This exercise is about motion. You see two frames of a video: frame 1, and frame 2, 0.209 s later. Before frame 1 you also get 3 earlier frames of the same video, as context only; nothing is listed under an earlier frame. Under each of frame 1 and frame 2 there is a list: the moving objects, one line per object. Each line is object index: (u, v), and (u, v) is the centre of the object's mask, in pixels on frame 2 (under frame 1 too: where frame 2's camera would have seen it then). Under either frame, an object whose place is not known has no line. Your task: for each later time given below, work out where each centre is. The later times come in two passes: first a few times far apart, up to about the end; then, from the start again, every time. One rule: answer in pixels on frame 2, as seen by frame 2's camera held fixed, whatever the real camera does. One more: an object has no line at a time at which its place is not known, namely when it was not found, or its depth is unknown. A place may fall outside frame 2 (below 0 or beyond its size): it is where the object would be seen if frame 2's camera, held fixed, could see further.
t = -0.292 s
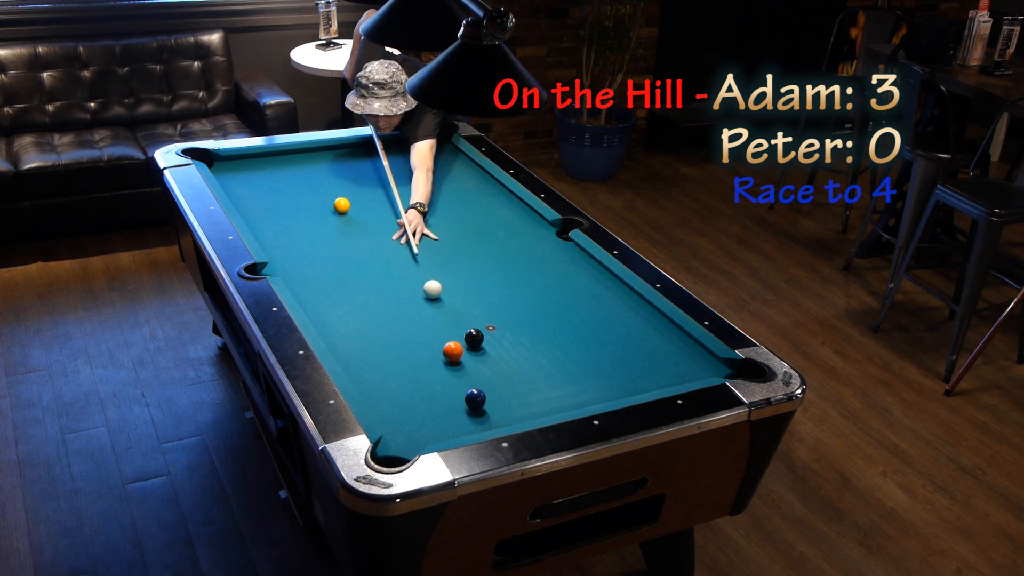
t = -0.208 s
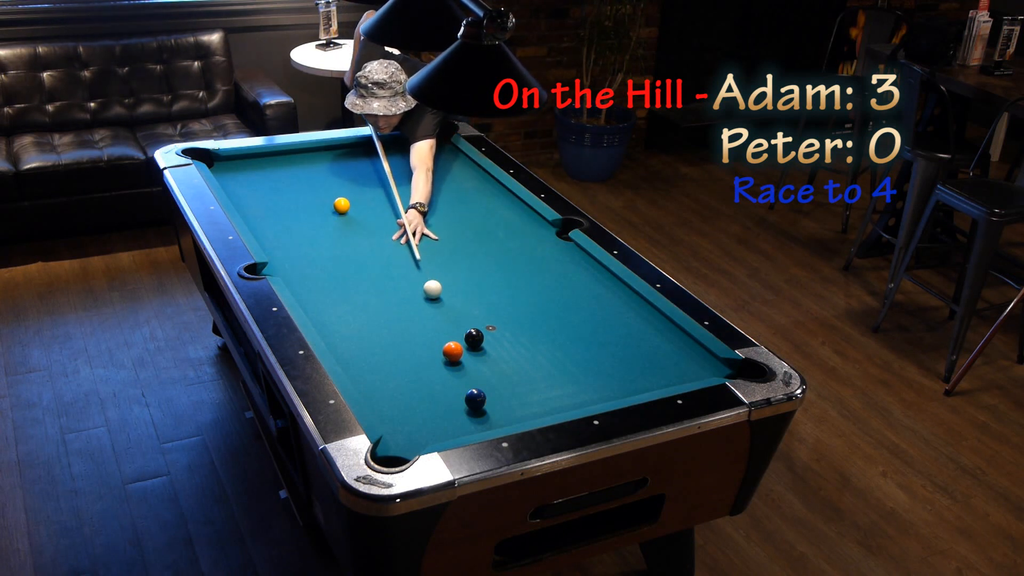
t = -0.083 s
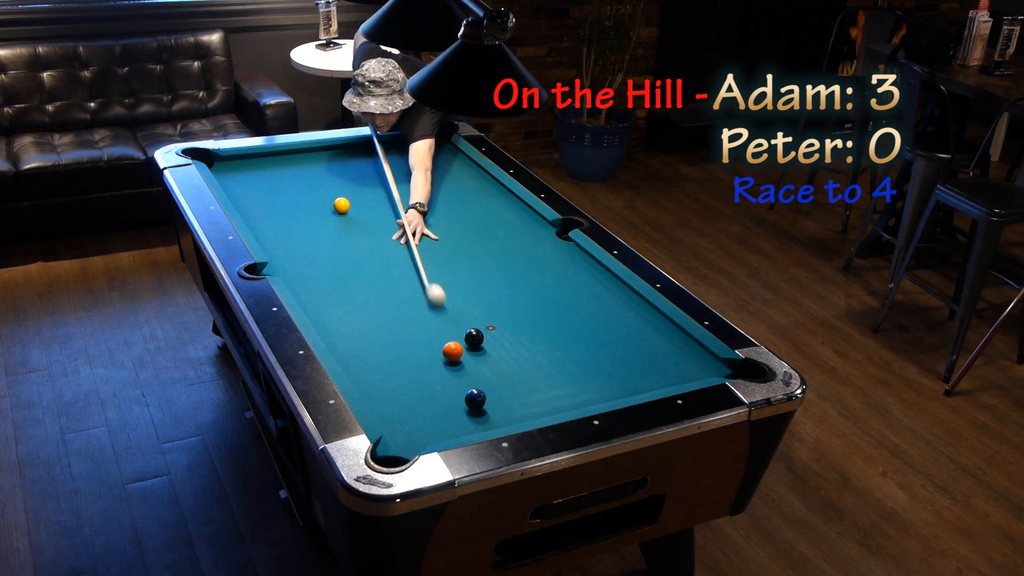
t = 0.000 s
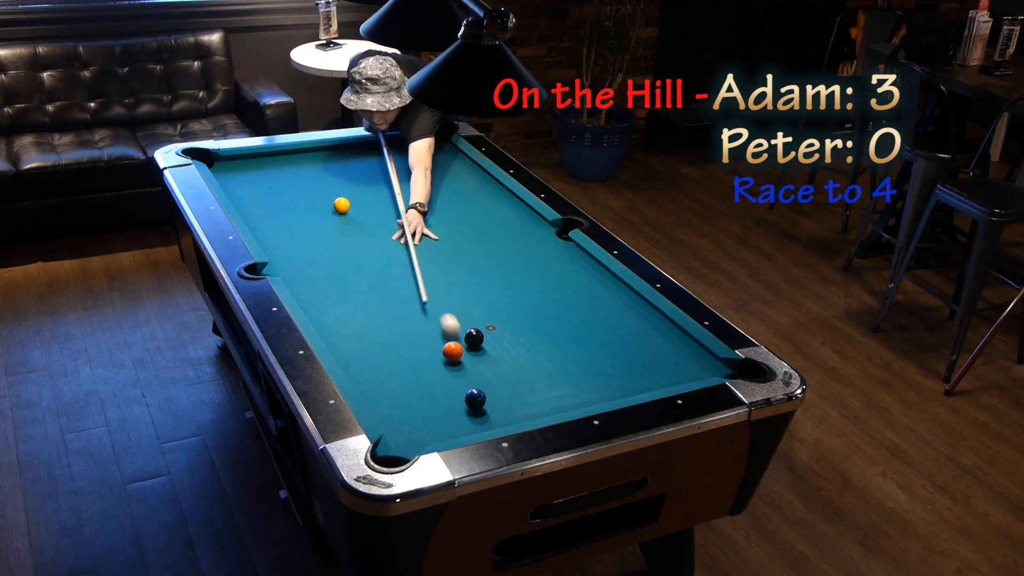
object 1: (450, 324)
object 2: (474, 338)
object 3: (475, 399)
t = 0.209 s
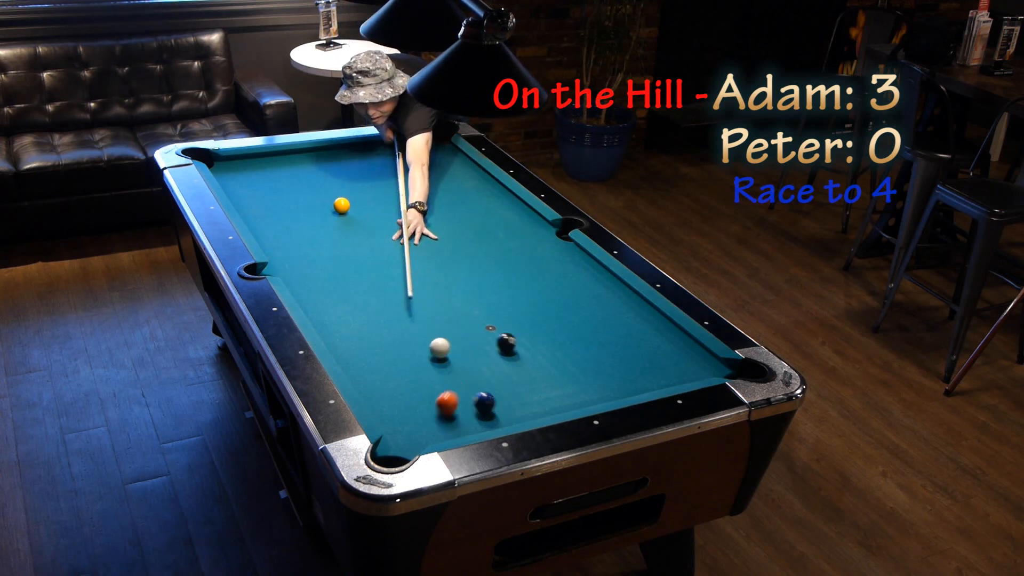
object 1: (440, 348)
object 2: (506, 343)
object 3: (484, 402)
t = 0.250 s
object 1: (437, 351)
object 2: (513, 344)
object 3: (491, 405)
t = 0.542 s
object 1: (419, 372)
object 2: (557, 350)
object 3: (531, 413)
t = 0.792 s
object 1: (403, 389)
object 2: (594, 355)
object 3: (537, 405)
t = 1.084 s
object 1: (385, 410)
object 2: (634, 361)
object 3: (542, 394)
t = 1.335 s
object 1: (391, 418)
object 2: (666, 365)
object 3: (547, 386)
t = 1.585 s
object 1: (404, 420)
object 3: (550, 380)
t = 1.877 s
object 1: (416, 422)
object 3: (554, 373)
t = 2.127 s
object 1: (425, 423)
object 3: (557, 369)
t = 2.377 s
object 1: (431, 424)
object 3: (558, 365)
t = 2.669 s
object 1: (436, 425)
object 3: (560, 362)
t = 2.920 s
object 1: (437, 425)
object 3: (560, 360)
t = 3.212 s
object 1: (437, 425)
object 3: (560, 360)
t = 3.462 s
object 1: (437, 425)
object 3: (560, 360)
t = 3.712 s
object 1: (437, 425)
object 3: (560, 360)
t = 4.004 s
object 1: (437, 425)
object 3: (560, 360)
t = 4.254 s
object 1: (437, 425)
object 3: (560, 360)
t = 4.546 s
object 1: (437, 425)
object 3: (560, 360)
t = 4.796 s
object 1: (437, 425)
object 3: (560, 360)
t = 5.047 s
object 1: (436, 425)
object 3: (560, 360)
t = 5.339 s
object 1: (437, 425)
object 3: (560, 360)
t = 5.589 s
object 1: (437, 425)
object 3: (560, 360)
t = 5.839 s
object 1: (437, 425)
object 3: (560, 361)
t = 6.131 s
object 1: (437, 425)
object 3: (560, 360)
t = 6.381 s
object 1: (437, 425)
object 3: (560, 360)
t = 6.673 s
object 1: (437, 425)
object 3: (560, 361)
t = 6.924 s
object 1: (437, 425)
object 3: (560, 360)
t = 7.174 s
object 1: (437, 425)
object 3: (560, 360)
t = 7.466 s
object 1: (437, 425)
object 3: (560, 360)
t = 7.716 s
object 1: (437, 425)
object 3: (560, 360)
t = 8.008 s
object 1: (437, 425)
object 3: (560, 360)
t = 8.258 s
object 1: (437, 424)
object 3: (560, 360)
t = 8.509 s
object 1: (437, 425)
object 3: (560, 360)
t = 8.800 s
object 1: (437, 425)
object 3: (560, 360)
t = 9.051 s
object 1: (436, 425)
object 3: (560, 361)
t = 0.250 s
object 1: (437, 351)
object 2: (513, 344)
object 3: (491, 405)
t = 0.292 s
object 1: (434, 354)
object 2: (519, 344)
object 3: (498, 407)
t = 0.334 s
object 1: (432, 357)
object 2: (526, 345)
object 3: (504, 410)
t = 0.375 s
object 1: (429, 360)
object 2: (532, 346)
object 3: (511, 411)
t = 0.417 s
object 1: (427, 363)
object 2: (538, 347)
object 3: (517, 413)
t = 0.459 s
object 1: (424, 366)
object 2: (545, 348)
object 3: (524, 414)
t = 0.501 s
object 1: (422, 369)
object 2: (551, 349)
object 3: (530, 414)
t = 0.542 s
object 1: (419, 372)
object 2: (557, 350)
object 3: (531, 413)
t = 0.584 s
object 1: (416, 375)
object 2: (563, 351)
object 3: (532, 412)
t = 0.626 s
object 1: (414, 378)
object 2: (570, 352)
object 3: (533, 411)
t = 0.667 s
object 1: (411, 381)
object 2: (576, 353)
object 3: (534, 410)
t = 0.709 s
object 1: (409, 384)
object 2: (582, 354)
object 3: (535, 409)
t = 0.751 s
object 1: (406, 386)
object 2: (588, 354)
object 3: (536, 407)
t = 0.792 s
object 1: (403, 389)
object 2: (594, 355)
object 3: (537, 405)
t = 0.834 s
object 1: (401, 392)
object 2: (600, 356)
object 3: (537, 403)
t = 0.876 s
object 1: (398, 395)
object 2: (606, 357)
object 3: (538, 402)
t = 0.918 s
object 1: (396, 398)
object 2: (611, 358)
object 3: (539, 400)
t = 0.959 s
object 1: (393, 401)
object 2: (617, 358)
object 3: (540, 398)
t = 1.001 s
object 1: (390, 404)
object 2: (623, 359)
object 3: (541, 397)
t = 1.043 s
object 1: (388, 407)
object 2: (628, 360)
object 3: (541, 396)
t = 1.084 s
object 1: (385, 410)
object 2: (634, 361)
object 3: (542, 394)
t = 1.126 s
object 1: (383, 413)
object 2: (640, 362)
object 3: (543, 393)
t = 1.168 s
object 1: (382, 415)
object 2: (645, 362)
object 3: (544, 392)
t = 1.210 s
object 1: (384, 416)
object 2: (650, 362)
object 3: (544, 390)
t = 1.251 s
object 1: (386, 417)
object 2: (656, 363)
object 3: (545, 389)
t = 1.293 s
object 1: (388, 417)
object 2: (661, 364)
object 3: (546, 388)
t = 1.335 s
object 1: (391, 418)
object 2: (666, 365)
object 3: (547, 386)
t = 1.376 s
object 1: (393, 418)
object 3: (547, 385)
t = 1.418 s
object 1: (395, 418)
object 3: (548, 384)
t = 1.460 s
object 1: (398, 419)
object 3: (548, 383)
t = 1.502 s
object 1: (400, 419)
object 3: (549, 382)
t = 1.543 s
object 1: (402, 420)
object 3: (550, 381)
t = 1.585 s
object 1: (404, 420)
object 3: (550, 380)
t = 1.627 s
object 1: (406, 420)
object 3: (551, 379)
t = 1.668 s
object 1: (407, 421)
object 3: (551, 378)
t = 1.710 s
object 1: (409, 421)
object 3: (552, 377)
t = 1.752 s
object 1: (411, 421)
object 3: (552, 376)
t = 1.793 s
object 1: (413, 422)
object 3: (553, 375)
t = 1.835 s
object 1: (414, 422)
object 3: (553, 374)
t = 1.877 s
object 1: (416, 422)
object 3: (554, 373)
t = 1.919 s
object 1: (418, 422)
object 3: (554, 372)
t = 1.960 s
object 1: (419, 422)
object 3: (555, 371)
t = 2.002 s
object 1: (421, 423)
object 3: (555, 370)
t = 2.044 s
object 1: (422, 423)
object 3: (556, 369)
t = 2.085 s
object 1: (424, 423)
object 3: (556, 369)
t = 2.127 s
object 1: (425, 423)
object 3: (557, 369)
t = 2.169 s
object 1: (426, 423)
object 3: (557, 368)
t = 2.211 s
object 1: (427, 424)
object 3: (557, 367)
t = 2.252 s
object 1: (428, 424)
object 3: (558, 367)
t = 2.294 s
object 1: (429, 424)
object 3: (558, 366)
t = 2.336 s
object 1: (430, 424)
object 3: (558, 366)
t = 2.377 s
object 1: (431, 424)
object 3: (558, 365)
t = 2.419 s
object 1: (432, 424)
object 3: (559, 364)
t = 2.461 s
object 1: (433, 424)
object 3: (559, 364)
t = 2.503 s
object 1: (433, 425)
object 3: (559, 363)
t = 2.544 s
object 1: (434, 425)
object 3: (559, 363)
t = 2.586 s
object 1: (435, 425)
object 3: (560, 363)
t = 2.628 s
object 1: (435, 425)
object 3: (560, 362)
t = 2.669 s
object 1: (436, 425)
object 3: (560, 362)
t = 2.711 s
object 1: (436, 425)
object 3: (560, 361)
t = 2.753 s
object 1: (437, 425)
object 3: (560, 361)
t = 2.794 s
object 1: (437, 425)
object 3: (560, 361)
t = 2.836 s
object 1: (437, 425)
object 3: (560, 360)
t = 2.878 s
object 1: (437, 425)
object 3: (560, 360)
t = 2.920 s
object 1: (437, 425)
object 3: (560, 360)
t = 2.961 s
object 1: (437, 425)
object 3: (560, 360)
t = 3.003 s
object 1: (437, 425)
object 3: (560, 360)
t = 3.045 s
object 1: (437, 425)
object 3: (560, 360)
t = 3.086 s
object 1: (437, 425)
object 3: (560, 360)
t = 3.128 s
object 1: (437, 425)
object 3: (560, 360)
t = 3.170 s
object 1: (437, 425)
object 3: (560, 360)
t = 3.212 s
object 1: (437, 425)
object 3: (560, 360)
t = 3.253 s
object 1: (437, 425)
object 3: (560, 360)
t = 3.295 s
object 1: (437, 425)
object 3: (560, 360)
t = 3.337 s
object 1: (437, 425)
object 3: (560, 360)
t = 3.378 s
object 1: (437, 425)
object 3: (560, 360)
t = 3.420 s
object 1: (437, 425)
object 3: (560, 360)
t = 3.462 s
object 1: (437, 425)
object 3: (560, 360)
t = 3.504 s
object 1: (437, 425)
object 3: (560, 360)
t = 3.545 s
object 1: (437, 425)
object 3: (560, 360)
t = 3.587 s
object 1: (437, 425)
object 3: (560, 360)
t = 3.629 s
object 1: (437, 425)
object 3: (560, 360)
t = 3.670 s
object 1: (437, 425)
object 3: (560, 360)
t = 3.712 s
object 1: (437, 425)
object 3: (560, 360)
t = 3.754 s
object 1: (437, 425)
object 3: (560, 360)
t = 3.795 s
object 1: (437, 425)
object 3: (560, 360)
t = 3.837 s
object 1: (437, 425)
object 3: (560, 360)
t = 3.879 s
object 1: (437, 425)
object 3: (560, 360)
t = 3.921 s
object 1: (437, 425)
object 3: (560, 360)
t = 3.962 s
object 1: (437, 425)
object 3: (560, 360)
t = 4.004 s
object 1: (437, 425)
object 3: (560, 360)
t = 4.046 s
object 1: (437, 425)
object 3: (560, 360)
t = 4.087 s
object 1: (437, 425)
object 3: (560, 360)
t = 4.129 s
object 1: (437, 425)
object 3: (560, 360)
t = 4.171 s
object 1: (437, 425)
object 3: (560, 360)
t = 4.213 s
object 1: (437, 425)
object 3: (560, 360)
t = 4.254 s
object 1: (437, 425)
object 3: (560, 360)
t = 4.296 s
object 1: (437, 425)
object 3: (560, 360)
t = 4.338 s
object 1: (437, 425)
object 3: (560, 360)
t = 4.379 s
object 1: (437, 425)
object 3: (560, 360)
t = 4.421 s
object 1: (437, 425)
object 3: (560, 360)
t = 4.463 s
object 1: (437, 425)
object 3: (560, 360)
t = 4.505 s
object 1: (437, 425)
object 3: (560, 360)
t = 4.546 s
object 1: (437, 425)
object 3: (560, 360)
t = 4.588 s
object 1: (437, 425)
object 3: (560, 360)
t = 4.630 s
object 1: (437, 425)
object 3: (560, 360)
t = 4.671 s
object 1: (437, 425)
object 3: (560, 360)
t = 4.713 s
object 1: (437, 425)
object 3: (560, 360)
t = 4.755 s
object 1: (436, 425)
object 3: (560, 360)
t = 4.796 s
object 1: (437, 425)
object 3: (560, 360)
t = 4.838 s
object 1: (437, 425)
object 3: (560, 360)
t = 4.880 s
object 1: (437, 425)
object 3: (560, 360)
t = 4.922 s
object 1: (437, 425)
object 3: (560, 360)
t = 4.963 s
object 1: (437, 425)
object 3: (560, 360)
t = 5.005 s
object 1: (437, 425)
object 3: (560, 360)
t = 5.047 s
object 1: (436, 425)
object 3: (560, 360)
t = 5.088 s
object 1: (437, 425)
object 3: (560, 360)
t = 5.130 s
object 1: (437, 425)
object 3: (560, 360)
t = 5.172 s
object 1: (437, 425)
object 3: (560, 360)
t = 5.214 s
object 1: (437, 425)
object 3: (560, 360)
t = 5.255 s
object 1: (437, 425)
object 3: (560, 360)
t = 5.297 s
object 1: (437, 425)
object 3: (560, 360)
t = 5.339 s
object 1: (437, 425)
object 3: (560, 360)
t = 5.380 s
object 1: (437, 425)
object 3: (560, 360)
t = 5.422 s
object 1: (437, 425)
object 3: (560, 360)
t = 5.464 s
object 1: (437, 425)
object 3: (560, 360)
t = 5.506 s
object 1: (437, 425)
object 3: (560, 360)
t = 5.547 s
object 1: (437, 425)
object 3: (560, 360)
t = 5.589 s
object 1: (437, 425)
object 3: (560, 360)
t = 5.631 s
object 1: (437, 425)
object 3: (560, 360)
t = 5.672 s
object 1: (437, 425)
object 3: (560, 361)
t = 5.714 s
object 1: (437, 424)
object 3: (560, 361)
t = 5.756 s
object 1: (437, 425)
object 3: (560, 361)
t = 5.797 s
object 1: (437, 425)
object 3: (560, 361)
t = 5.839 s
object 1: (437, 425)
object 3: (560, 361)
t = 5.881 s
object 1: (437, 425)
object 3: (560, 361)
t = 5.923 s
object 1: (437, 425)
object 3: (560, 360)
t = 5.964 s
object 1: (437, 425)
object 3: (560, 360)
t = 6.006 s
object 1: (437, 425)
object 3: (560, 360)
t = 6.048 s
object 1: (437, 425)
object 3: (560, 360)
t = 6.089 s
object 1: (437, 425)
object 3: (560, 360)
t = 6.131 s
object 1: (437, 425)
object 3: (560, 360)
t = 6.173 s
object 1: (437, 425)
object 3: (560, 360)
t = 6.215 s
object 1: (437, 425)
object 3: (560, 360)
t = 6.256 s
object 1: (437, 424)
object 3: (560, 360)
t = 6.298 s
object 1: (437, 425)
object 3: (560, 361)
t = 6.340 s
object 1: (437, 425)
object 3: (560, 361)
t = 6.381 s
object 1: (437, 425)
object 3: (560, 360)
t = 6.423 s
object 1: (437, 425)
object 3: (560, 360)
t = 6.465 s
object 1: (437, 425)
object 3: (560, 360)
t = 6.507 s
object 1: (437, 425)
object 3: (560, 360)
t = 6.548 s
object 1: (437, 425)
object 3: (560, 360)
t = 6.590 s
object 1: (437, 425)
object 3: (560, 360)
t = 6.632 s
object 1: (437, 424)
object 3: (560, 361)
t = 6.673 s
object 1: (437, 425)
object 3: (560, 361)
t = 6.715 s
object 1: (437, 425)
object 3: (560, 360)
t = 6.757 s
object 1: (437, 425)
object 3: (560, 360)
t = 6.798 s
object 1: (437, 425)
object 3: (560, 360)
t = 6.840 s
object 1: (437, 424)
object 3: (560, 360)
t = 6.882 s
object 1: (437, 425)
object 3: (560, 360)
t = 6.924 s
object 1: (437, 425)
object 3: (560, 360)
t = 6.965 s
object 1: (437, 424)
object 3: (560, 360)
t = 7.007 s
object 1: (437, 425)
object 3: (560, 360)
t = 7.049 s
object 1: (437, 424)
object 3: (560, 360)
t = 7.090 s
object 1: (437, 424)
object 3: (560, 360)
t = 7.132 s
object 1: (437, 424)
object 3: (560, 360)
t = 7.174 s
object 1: (437, 425)
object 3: (560, 360)
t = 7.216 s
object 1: (437, 425)
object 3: (560, 360)
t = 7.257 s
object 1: (437, 425)
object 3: (560, 361)
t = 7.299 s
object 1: (437, 425)
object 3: (560, 361)
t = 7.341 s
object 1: (437, 425)
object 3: (560, 360)
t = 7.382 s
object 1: (437, 425)
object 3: (560, 360)
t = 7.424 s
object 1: (437, 425)
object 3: (560, 360)
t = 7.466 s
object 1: (437, 425)
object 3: (560, 360)
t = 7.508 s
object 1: (437, 425)
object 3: (560, 360)
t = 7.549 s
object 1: (437, 425)
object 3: (560, 360)
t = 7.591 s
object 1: (437, 425)
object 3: (560, 361)
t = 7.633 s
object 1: (437, 425)
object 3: (560, 361)
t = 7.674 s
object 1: (437, 425)
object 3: (560, 360)
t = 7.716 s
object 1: (437, 425)
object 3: (560, 360)
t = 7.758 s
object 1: (437, 425)
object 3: (560, 360)
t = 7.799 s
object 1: (437, 425)
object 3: (560, 360)
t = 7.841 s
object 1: (437, 425)
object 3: (560, 360)
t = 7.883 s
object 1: (437, 425)
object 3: (560, 360)
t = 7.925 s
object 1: (437, 425)
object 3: (560, 360)
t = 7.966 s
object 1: (437, 425)
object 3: (560, 360)
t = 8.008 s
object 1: (437, 425)
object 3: (560, 360)
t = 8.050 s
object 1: (437, 425)
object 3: (560, 361)
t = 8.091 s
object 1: (437, 425)
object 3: (560, 361)
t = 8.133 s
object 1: (437, 425)
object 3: (560, 360)
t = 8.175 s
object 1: (437, 424)
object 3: (560, 360)
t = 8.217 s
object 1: (437, 424)
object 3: (560, 360)
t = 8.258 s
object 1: (437, 424)
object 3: (560, 360)
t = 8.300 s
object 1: (437, 425)
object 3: (560, 360)
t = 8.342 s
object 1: (437, 425)
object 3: (560, 360)
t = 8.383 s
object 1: (437, 425)
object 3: (560, 361)
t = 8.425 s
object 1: (437, 424)
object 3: (560, 361)
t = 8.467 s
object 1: (437, 424)
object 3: (560, 361)
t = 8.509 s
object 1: (437, 425)
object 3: (560, 360)
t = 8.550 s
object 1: (437, 425)
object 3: (560, 360)
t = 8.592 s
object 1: (436, 424)
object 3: (560, 360)
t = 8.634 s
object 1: (437, 424)
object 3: (560, 360)
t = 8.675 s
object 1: (437, 424)
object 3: (560, 360)
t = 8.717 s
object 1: (436, 424)
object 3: (560, 360)
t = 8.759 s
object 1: (437, 425)
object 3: (560, 360)
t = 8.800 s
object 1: (437, 425)
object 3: (560, 360)
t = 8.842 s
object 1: (436, 425)
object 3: (560, 360)
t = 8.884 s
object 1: (436, 425)
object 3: (560, 360)
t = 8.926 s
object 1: (437, 425)
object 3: (560, 361)
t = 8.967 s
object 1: (436, 425)
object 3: (560, 360)
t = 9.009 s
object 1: (436, 425)
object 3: (560, 361)
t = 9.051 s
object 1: (436, 425)
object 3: (560, 361)
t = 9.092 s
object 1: (437, 425)
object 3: (560, 360)
